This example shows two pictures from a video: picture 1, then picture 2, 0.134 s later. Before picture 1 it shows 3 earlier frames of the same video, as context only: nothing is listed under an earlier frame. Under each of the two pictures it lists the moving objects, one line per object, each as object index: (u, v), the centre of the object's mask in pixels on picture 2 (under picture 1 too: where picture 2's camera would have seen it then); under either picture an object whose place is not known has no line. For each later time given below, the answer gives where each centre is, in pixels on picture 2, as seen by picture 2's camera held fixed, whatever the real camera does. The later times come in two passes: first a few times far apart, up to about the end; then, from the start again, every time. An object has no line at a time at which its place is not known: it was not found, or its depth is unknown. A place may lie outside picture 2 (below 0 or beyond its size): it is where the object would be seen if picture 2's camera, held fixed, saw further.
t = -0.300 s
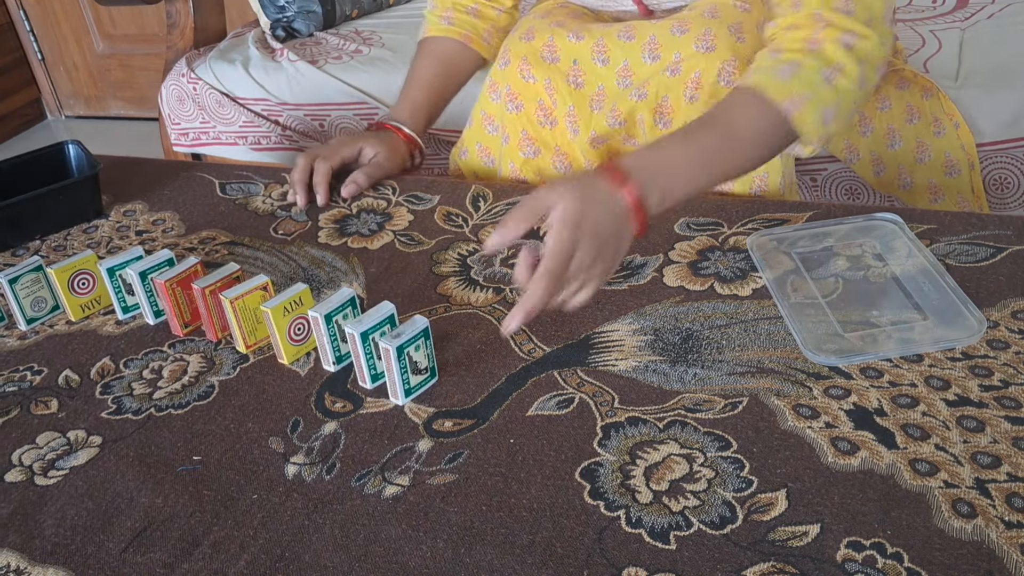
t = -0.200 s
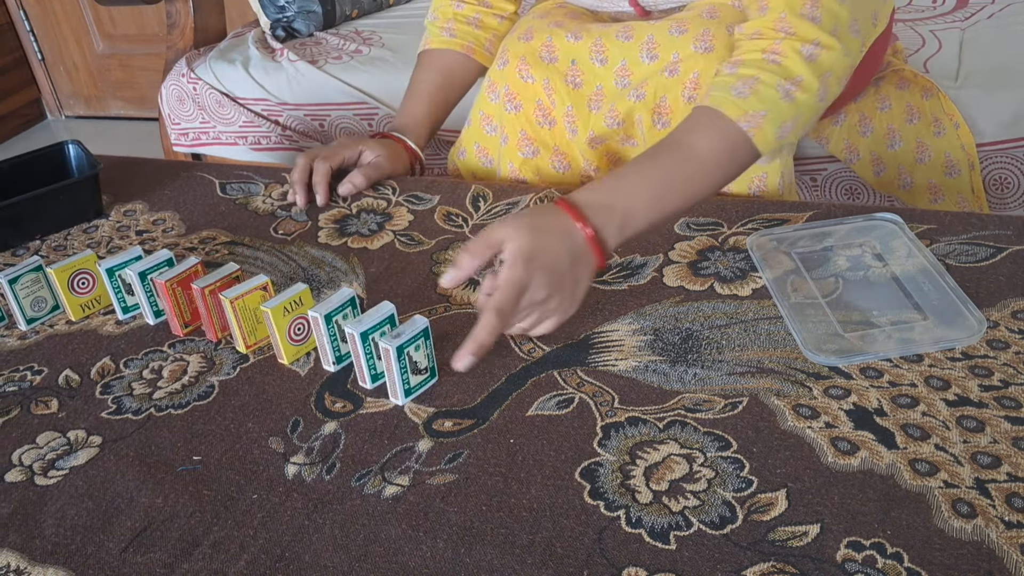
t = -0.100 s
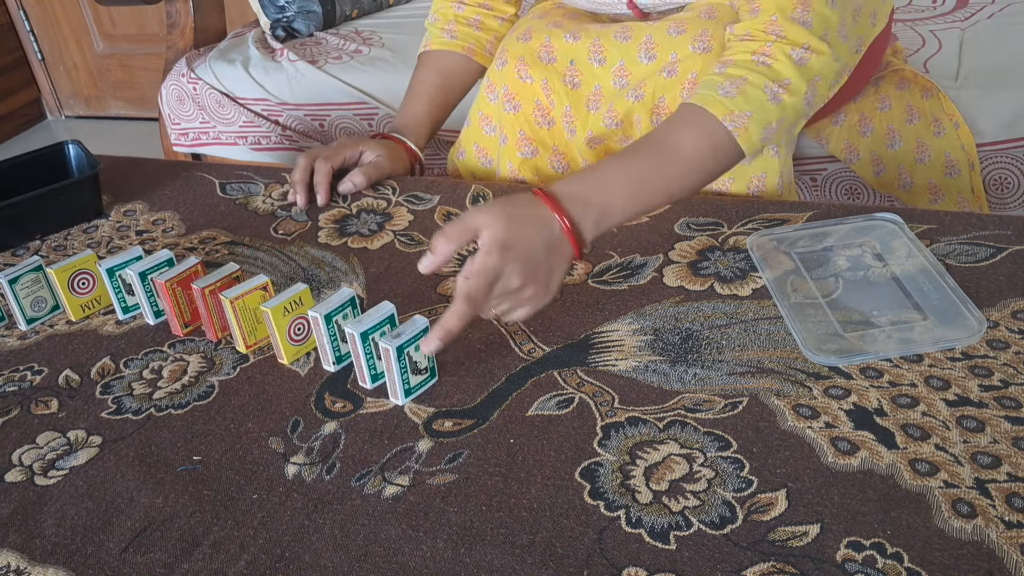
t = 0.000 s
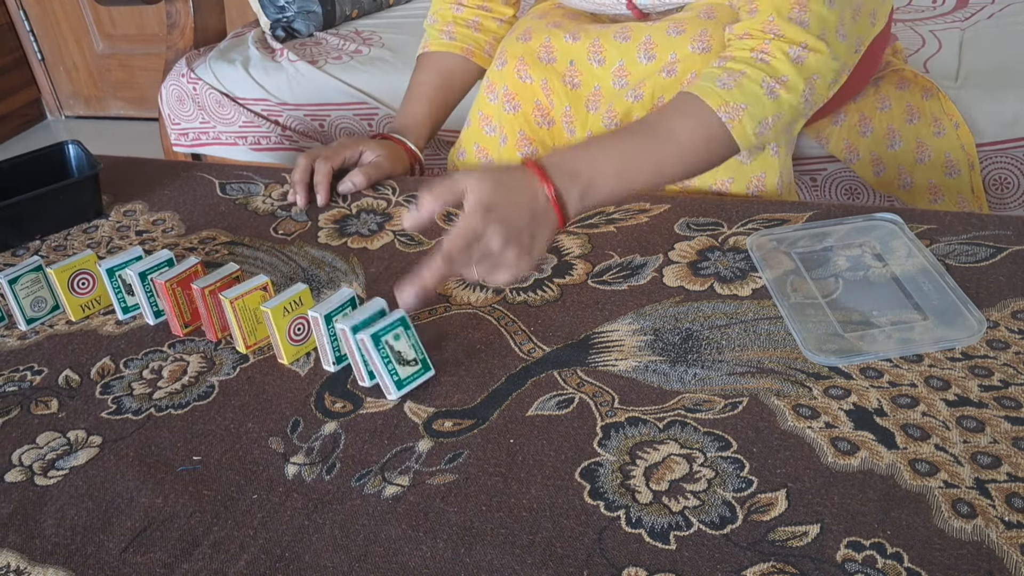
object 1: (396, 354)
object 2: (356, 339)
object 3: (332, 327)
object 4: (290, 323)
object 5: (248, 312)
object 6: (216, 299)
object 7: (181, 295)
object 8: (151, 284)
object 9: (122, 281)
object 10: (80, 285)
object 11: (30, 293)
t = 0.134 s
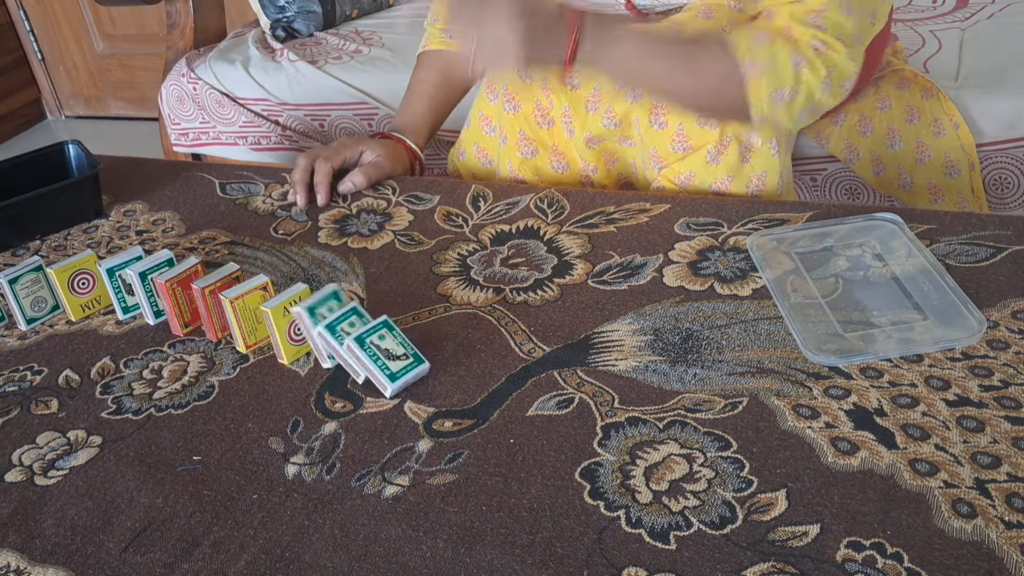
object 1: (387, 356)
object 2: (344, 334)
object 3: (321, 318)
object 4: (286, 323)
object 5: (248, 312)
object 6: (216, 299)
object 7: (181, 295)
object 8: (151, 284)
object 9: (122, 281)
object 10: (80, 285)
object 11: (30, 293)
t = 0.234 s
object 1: (386, 358)
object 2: (339, 342)
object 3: (308, 322)
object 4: (270, 317)
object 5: (239, 311)
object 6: (214, 299)
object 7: (181, 295)
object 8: (151, 284)
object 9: (122, 281)
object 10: (80, 285)
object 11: (30, 293)
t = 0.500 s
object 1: (386, 358)
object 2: (339, 342)
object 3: (305, 326)
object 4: (264, 324)
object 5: (227, 312)
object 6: (195, 296)
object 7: (163, 293)
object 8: (139, 275)
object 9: (116, 277)
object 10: (79, 286)
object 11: (30, 293)
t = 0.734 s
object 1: (386, 358)
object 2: (339, 343)
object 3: (306, 326)
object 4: (264, 324)
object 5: (227, 312)
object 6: (195, 297)
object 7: (161, 296)
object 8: (136, 278)
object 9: (109, 284)
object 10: (66, 293)
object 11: (18, 297)
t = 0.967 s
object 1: (386, 358)
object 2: (339, 342)
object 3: (305, 326)
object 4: (264, 324)
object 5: (226, 312)
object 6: (194, 297)
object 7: (161, 296)
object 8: (135, 278)
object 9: (109, 284)
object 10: (67, 290)
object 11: (20, 301)
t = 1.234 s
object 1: (386, 358)
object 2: (339, 343)
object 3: (306, 326)
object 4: (264, 324)
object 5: (226, 313)
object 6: (194, 298)
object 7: (160, 297)
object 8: (135, 278)
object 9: (109, 285)
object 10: (67, 290)
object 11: (20, 301)
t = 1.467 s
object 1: (386, 358)
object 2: (339, 343)
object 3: (306, 326)
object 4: (264, 324)
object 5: (226, 313)
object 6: (194, 298)
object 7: (160, 297)
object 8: (135, 278)
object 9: (109, 285)
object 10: (67, 290)
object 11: (19, 301)
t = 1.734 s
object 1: (386, 358)
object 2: (339, 343)
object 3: (306, 326)
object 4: (264, 324)
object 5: (226, 313)
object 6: (194, 298)
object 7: (161, 297)
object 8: (135, 278)
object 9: (109, 285)
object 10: (67, 290)
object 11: (19, 301)
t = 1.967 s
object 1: (386, 358)
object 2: (339, 343)
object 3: (306, 326)
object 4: (264, 324)
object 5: (226, 313)
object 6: (194, 298)
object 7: (161, 297)
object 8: (135, 278)
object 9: (109, 285)
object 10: (67, 290)
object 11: (19, 301)
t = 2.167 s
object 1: (386, 358)
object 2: (339, 343)
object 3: (306, 326)
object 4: (264, 324)
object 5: (226, 313)
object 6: (194, 298)
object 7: (161, 297)
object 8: (135, 278)
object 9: (109, 285)
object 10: (67, 290)
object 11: (19, 301)
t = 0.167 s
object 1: (386, 357)
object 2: (341, 338)
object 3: (313, 318)
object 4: (283, 322)
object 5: (247, 312)
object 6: (216, 299)
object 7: (181, 295)
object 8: (151, 284)
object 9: (122, 281)
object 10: (80, 285)
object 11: (30, 293)
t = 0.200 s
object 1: (386, 358)
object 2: (339, 340)
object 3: (309, 319)
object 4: (276, 318)
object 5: (245, 312)
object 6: (216, 299)
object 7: (181, 295)
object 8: (151, 284)
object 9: (122, 281)
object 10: (80, 285)
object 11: (30, 293)
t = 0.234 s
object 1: (386, 358)
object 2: (339, 342)
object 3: (308, 322)
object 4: (270, 317)
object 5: (239, 311)
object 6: (214, 299)
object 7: (181, 295)
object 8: (151, 284)
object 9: (122, 281)
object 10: (80, 285)
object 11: (30, 293)
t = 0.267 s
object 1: (386, 358)
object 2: (339, 342)
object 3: (306, 324)
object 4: (267, 319)
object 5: (235, 307)
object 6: (206, 299)
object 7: (180, 295)
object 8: (151, 284)
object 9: (122, 281)
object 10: (80, 285)
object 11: (30, 293)
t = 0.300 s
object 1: (386, 358)
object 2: (339, 342)
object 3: (306, 325)
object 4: (266, 321)
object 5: (231, 306)
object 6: (208, 292)
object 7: (179, 296)
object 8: (151, 284)
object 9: (122, 281)
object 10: (80, 285)
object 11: (30, 293)
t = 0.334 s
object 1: (386, 358)
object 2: (339, 342)
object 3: (305, 326)
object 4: (265, 322)
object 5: (229, 307)
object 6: (204, 290)
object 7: (177, 297)
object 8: (151, 283)
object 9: (122, 281)
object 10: (80, 285)
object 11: (30, 293)
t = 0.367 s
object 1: (386, 358)
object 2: (339, 343)
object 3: (305, 326)
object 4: (265, 323)
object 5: (228, 309)
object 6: (200, 291)
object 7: (173, 294)
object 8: (149, 284)
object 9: (122, 281)
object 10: (80, 285)
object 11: (30, 293)
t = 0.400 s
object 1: (386, 358)
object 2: (339, 342)
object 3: (305, 326)
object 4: (264, 324)
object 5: (227, 310)
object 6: (198, 292)
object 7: (169, 292)
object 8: (145, 285)
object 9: (122, 281)
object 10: (80, 285)
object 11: (30, 293)
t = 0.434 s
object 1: (386, 358)
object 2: (339, 343)
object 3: (305, 326)
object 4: (264, 324)
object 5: (227, 311)
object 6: (196, 293)
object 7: (166, 291)
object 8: (142, 276)
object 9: (120, 282)
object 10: (80, 285)
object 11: (30, 293)
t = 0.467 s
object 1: (386, 358)
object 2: (339, 343)
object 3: (305, 326)
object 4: (264, 324)
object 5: (227, 311)
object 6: (196, 294)
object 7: (164, 292)
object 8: (140, 274)
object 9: (119, 281)
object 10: (80, 285)
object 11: (30, 293)
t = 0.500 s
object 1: (386, 358)
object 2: (339, 342)
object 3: (305, 326)
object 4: (264, 324)
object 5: (227, 312)
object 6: (195, 296)
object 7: (163, 293)
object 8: (139, 275)
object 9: (116, 277)
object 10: (79, 286)
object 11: (30, 293)
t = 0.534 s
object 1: (386, 358)
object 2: (339, 342)
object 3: (306, 326)
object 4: (264, 324)
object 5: (227, 312)
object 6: (195, 297)
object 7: (162, 295)
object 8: (137, 275)
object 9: (113, 275)
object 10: (77, 285)
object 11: (30, 294)
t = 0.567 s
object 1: (386, 358)
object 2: (339, 343)
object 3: (306, 326)
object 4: (264, 324)
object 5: (227, 312)
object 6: (195, 297)
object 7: (161, 296)
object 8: (136, 277)
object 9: (110, 278)
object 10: (73, 282)
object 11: (29, 294)
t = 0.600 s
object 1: (386, 358)
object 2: (339, 343)
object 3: (306, 326)
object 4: (264, 324)
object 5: (227, 312)
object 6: (195, 297)
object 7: (161, 296)
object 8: (135, 278)
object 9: (109, 281)
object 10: (69, 282)
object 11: (26, 293)
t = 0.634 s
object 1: (386, 358)
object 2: (339, 343)
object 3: (306, 326)
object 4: (264, 324)
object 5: (227, 312)
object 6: (195, 297)
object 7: (161, 296)
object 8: (135, 278)
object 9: (109, 282)
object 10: (67, 286)
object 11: (22, 292)
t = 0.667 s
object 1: (386, 358)
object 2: (339, 343)
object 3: (306, 326)
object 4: (264, 324)
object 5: (227, 312)
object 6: (195, 297)
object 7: (161, 296)
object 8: (136, 278)
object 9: (109, 283)
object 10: (67, 291)
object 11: (19, 292)
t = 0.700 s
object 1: (387, 358)
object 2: (339, 342)
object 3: (306, 326)
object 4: (264, 324)
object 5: (227, 312)
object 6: (195, 297)
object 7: (161, 296)
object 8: (135, 278)
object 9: (109, 284)
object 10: (66, 292)
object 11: (18, 294)
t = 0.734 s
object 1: (386, 358)
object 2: (339, 343)
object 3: (306, 326)
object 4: (264, 324)
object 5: (227, 312)
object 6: (195, 297)
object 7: (161, 296)
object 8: (136, 278)
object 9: (109, 284)
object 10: (66, 293)
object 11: (18, 297)
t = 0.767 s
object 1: (386, 358)
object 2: (339, 343)
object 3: (306, 326)
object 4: (264, 324)
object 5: (227, 312)
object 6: (195, 297)
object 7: (161, 296)
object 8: (136, 278)
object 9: (109, 284)
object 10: (66, 291)
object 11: (18, 296)
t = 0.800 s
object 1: (386, 358)
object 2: (339, 343)
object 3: (306, 326)
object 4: (264, 324)
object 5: (227, 312)
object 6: (195, 297)
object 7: (161, 296)
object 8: (135, 278)
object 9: (109, 284)
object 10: (67, 290)
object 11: (19, 297)
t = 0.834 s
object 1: (386, 358)
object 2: (339, 342)
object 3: (306, 326)
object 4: (264, 324)
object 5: (226, 312)
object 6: (195, 297)
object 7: (161, 296)
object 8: (135, 278)
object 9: (109, 284)
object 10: (67, 290)
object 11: (20, 301)
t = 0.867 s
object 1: (384, 352)
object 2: (339, 343)
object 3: (306, 326)
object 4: (264, 324)
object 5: (226, 312)
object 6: (195, 297)
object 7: (161, 296)
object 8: (135, 278)
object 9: (110, 284)
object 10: (67, 290)
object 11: (20, 301)
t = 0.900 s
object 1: (386, 358)
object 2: (339, 342)
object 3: (306, 326)
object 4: (264, 324)
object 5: (226, 312)
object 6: (195, 297)
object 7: (161, 296)
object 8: (135, 278)
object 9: (109, 284)
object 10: (67, 290)
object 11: (19, 301)
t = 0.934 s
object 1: (386, 358)
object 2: (339, 342)
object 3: (306, 326)
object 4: (264, 324)
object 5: (226, 312)
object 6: (194, 297)
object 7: (161, 296)
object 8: (135, 278)
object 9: (109, 284)
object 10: (67, 290)
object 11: (20, 301)
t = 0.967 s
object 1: (386, 358)
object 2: (339, 342)
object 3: (305, 326)
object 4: (264, 324)
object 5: (226, 312)
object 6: (194, 297)
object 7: (161, 296)
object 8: (135, 278)
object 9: (109, 284)
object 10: (67, 290)
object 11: (20, 301)
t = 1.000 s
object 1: (386, 358)
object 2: (339, 342)
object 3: (306, 326)
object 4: (264, 324)
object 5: (226, 312)
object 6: (194, 297)
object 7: (161, 296)
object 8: (135, 278)
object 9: (109, 284)
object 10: (67, 290)
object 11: (20, 301)
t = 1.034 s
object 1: (386, 358)
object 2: (339, 342)
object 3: (306, 326)
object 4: (264, 324)
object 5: (226, 312)
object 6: (194, 297)
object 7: (161, 296)
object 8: (135, 278)
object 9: (109, 284)
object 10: (67, 290)
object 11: (20, 301)
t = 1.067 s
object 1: (386, 358)
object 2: (339, 342)
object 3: (306, 326)
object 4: (264, 324)
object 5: (226, 312)
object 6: (194, 297)
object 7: (161, 296)
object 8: (135, 278)
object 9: (109, 284)
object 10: (67, 290)
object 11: (20, 301)
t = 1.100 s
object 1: (386, 358)
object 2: (339, 342)
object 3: (306, 326)
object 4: (264, 324)
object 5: (226, 312)
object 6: (194, 297)
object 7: (161, 296)
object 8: (135, 278)
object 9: (109, 284)
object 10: (67, 290)
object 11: (20, 301)
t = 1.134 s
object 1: (385, 350)
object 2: (339, 342)
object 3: (306, 326)
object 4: (264, 324)
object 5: (226, 312)
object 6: (194, 297)
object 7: (161, 297)
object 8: (135, 278)
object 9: (109, 284)
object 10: (67, 290)
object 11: (20, 301)
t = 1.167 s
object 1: (386, 358)
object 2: (339, 343)
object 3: (306, 326)
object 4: (264, 324)
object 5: (226, 313)
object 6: (194, 298)
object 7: (160, 297)
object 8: (135, 278)
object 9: (109, 285)
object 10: (67, 290)
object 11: (20, 301)
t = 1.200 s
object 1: (386, 358)
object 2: (339, 343)
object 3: (306, 326)
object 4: (264, 324)
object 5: (226, 313)
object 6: (194, 298)
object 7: (160, 297)
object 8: (135, 278)
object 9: (109, 285)
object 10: (67, 290)
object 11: (19, 301)
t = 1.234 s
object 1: (386, 358)
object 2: (339, 343)
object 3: (306, 326)
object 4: (264, 324)
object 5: (226, 313)
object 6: (194, 298)
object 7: (160, 297)
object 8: (135, 278)
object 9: (109, 285)
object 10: (67, 290)
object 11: (20, 301)
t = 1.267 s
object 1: (386, 358)
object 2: (339, 343)
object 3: (306, 326)
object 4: (264, 324)
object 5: (226, 313)
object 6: (194, 298)
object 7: (160, 297)
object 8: (135, 278)
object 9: (109, 285)
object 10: (67, 290)
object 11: (19, 301)
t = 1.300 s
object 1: (386, 358)
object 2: (339, 343)
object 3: (306, 326)
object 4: (264, 324)
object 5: (226, 313)
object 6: (194, 298)
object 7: (160, 297)
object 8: (135, 278)
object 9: (109, 285)
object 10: (67, 290)
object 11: (20, 301)
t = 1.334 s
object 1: (386, 358)
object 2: (339, 343)
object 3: (306, 326)
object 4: (264, 324)
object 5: (226, 313)
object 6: (194, 298)
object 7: (160, 297)
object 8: (135, 278)
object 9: (109, 285)
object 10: (67, 290)
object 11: (20, 301)
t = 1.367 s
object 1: (386, 358)
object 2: (339, 343)
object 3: (306, 326)
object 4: (264, 324)
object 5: (226, 313)
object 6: (194, 298)
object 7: (160, 297)
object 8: (135, 278)
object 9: (109, 285)
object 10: (67, 290)
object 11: (20, 301)
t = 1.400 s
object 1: (386, 358)
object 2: (339, 343)
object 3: (306, 326)
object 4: (264, 324)
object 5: (226, 313)
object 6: (194, 298)
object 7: (160, 297)
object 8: (135, 278)
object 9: (109, 285)
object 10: (67, 290)
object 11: (19, 301)
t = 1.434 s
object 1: (386, 358)
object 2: (339, 343)
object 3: (306, 326)
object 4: (264, 324)
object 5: (226, 313)
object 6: (194, 298)
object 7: (160, 297)
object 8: (135, 278)
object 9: (109, 285)
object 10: (67, 290)
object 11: (19, 301)
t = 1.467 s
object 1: (386, 358)
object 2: (339, 343)
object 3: (306, 326)
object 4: (264, 324)
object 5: (226, 313)
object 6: (194, 298)
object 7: (160, 297)
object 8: (135, 278)
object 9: (109, 285)
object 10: (67, 290)
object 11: (19, 301)
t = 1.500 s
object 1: (386, 358)
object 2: (339, 343)
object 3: (306, 326)
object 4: (264, 324)
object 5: (226, 313)
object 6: (194, 298)
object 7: (161, 297)
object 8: (135, 278)
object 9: (109, 285)
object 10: (67, 290)
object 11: (20, 301)
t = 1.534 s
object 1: (386, 358)
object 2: (339, 343)
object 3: (306, 326)
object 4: (264, 324)
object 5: (226, 313)
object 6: (194, 298)
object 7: (160, 297)
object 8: (135, 278)
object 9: (109, 285)
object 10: (67, 290)
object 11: (20, 301)
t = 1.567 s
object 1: (386, 358)
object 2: (339, 343)
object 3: (306, 326)
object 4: (264, 324)
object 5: (226, 313)
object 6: (194, 298)
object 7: (161, 297)
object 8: (135, 278)
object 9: (109, 285)
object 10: (67, 290)
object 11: (19, 301)
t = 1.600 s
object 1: (386, 358)
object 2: (339, 343)
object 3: (306, 326)
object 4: (264, 324)
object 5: (226, 313)
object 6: (194, 298)
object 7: (160, 297)
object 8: (135, 278)
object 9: (109, 285)
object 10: (67, 290)
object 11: (19, 301)
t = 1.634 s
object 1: (386, 358)
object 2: (339, 343)
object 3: (306, 326)
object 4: (264, 324)
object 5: (226, 313)
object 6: (194, 298)
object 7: (161, 297)
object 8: (135, 278)
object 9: (109, 285)
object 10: (67, 290)
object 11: (19, 301)
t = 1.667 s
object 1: (386, 358)
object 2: (339, 343)
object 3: (306, 326)
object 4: (264, 324)
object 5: (226, 313)
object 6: (194, 298)
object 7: (161, 297)
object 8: (135, 278)
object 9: (109, 285)
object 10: (67, 290)
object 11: (19, 301)
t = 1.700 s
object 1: (386, 358)
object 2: (339, 343)
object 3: (306, 326)
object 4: (264, 324)
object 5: (226, 313)
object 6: (194, 298)
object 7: (160, 297)
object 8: (135, 278)
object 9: (109, 285)
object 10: (67, 290)
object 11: (19, 301)
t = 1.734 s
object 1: (386, 358)
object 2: (339, 343)
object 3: (306, 326)
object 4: (264, 324)
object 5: (226, 313)
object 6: (194, 298)
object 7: (161, 297)
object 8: (135, 278)
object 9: (109, 285)
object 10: (67, 290)
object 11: (19, 301)
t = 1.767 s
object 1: (386, 358)
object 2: (339, 343)
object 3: (306, 326)
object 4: (264, 324)
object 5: (226, 313)
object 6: (194, 298)
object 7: (160, 297)
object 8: (135, 278)
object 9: (109, 285)
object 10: (67, 290)
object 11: (19, 301)
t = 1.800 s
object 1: (386, 358)
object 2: (339, 343)
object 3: (306, 326)
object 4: (264, 324)
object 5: (226, 313)
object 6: (194, 298)
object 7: (161, 297)
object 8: (135, 278)
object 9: (109, 285)
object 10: (67, 290)
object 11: (19, 301)
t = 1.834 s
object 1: (386, 358)
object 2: (339, 343)
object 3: (306, 326)
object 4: (264, 324)
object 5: (226, 313)
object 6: (194, 298)
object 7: (160, 297)
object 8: (135, 278)
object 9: (109, 285)
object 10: (67, 290)
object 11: (19, 301)
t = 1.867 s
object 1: (386, 358)
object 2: (339, 343)
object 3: (306, 326)
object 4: (264, 324)
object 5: (226, 313)
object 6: (194, 298)
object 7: (160, 297)
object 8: (135, 278)
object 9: (109, 285)
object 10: (67, 290)
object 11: (19, 301)
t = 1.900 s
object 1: (386, 358)
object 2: (339, 343)
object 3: (306, 326)
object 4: (264, 324)
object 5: (226, 313)
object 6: (194, 298)
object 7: (160, 297)
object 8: (135, 278)
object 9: (109, 285)
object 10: (67, 290)
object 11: (19, 301)
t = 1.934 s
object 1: (386, 358)
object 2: (339, 343)
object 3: (306, 326)
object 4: (264, 324)
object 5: (226, 313)
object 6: (194, 298)
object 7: (161, 297)
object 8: (135, 278)
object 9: (109, 285)
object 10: (67, 290)
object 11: (19, 301)
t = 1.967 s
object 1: (386, 358)
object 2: (339, 343)
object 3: (306, 326)
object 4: (264, 324)
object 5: (226, 313)
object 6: (194, 298)
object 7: (161, 297)
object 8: (135, 278)
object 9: (109, 285)
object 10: (67, 290)
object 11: (19, 301)
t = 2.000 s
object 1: (386, 358)
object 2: (339, 343)
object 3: (306, 326)
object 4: (264, 324)
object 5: (226, 313)
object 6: (194, 298)
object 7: (161, 297)
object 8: (135, 278)
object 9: (109, 285)
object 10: (67, 290)
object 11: (19, 301)
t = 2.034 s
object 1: (386, 358)
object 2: (339, 343)
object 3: (306, 326)
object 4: (264, 324)
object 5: (226, 313)
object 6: (194, 298)
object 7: (161, 297)
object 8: (135, 278)
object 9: (109, 285)
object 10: (67, 290)
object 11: (19, 301)
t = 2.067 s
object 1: (386, 358)
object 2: (339, 343)
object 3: (306, 326)
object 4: (264, 324)
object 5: (226, 313)
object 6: (194, 298)
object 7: (160, 297)
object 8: (135, 278)
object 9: (109, 285)
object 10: (67, 290)
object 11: (19, 301)
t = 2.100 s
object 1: (386, 358)
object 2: (339, 343)
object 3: (306, 326)
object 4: (264, 324)
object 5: (226, 313)
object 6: (194, 298)
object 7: (161, 297)
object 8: (135, 278)
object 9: (109, 285)
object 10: (67, 290)
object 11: (19, 301)
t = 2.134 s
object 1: (386, 358)
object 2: (339, 343)
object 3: (306, 326)
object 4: (264, 324)
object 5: (226, 313)
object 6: (194, 298)
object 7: (161, 297)
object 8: (135, 278)
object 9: (109, 285)
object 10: (67, 290)
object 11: (19, 301)
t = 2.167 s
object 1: (386, 358)
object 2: (339, 343)
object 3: (306, 326)
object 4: (264, 324)
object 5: (226, 313)
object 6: (194, 298)
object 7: (161, 297)
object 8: (135, 278)
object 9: (109, 285)
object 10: (67, 290)
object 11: (19, 301)
